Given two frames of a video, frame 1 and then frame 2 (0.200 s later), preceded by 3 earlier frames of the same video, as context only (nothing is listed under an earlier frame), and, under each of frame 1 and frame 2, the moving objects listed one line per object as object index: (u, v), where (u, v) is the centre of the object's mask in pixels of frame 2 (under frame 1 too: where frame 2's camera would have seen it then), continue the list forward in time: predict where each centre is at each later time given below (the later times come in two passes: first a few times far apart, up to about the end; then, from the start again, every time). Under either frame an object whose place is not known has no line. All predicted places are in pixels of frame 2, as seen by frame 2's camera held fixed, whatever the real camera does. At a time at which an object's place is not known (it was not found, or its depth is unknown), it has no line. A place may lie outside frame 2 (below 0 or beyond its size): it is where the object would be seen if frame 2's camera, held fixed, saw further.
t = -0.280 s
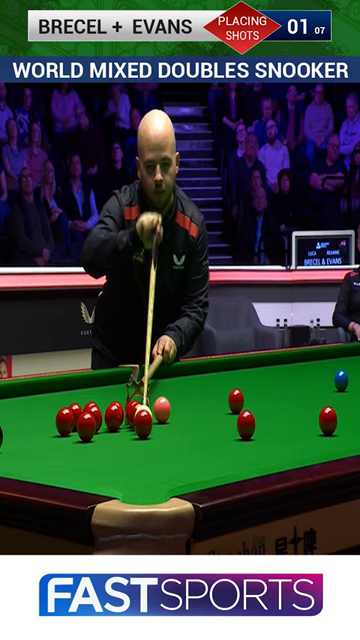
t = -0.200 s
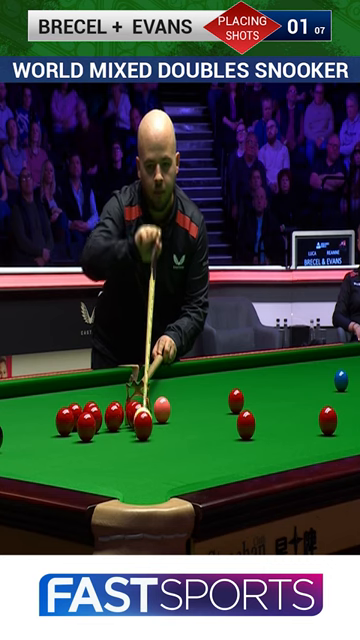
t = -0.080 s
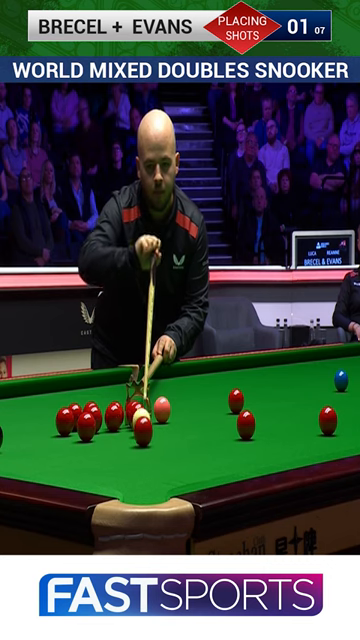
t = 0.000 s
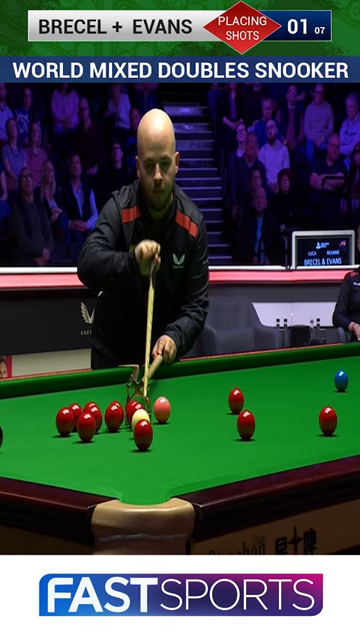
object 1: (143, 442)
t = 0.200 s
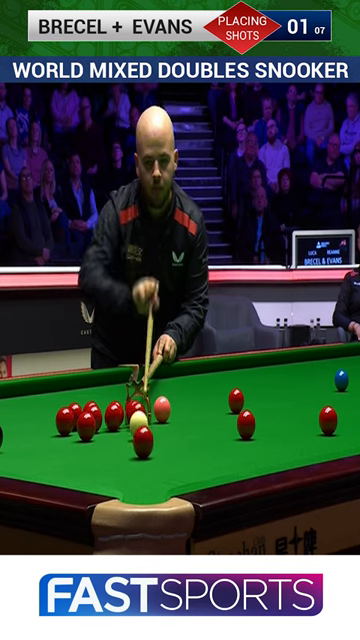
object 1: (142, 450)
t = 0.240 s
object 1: (142, 452)
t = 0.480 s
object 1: (143, 461)
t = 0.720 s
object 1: (142, 473)
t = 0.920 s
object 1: (142, 485)
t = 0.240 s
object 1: (142, 452)
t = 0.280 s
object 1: (142, 453)
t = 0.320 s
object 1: (142, 456)
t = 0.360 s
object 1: (143, 457)
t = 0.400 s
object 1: (143, 459)
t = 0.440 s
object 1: (143, 460)
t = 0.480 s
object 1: (143, 461)
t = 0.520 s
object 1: (143, 464)
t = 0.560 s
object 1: (143, 465)
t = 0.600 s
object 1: (143, 466)
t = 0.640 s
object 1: (143, 470)
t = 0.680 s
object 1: (142, 472)
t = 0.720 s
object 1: (142, 473)
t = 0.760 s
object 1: (142, 475)
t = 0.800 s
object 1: (142, 478)
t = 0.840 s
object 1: (142, 480)
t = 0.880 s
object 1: (142, 481)
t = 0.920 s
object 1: (142, 485)
